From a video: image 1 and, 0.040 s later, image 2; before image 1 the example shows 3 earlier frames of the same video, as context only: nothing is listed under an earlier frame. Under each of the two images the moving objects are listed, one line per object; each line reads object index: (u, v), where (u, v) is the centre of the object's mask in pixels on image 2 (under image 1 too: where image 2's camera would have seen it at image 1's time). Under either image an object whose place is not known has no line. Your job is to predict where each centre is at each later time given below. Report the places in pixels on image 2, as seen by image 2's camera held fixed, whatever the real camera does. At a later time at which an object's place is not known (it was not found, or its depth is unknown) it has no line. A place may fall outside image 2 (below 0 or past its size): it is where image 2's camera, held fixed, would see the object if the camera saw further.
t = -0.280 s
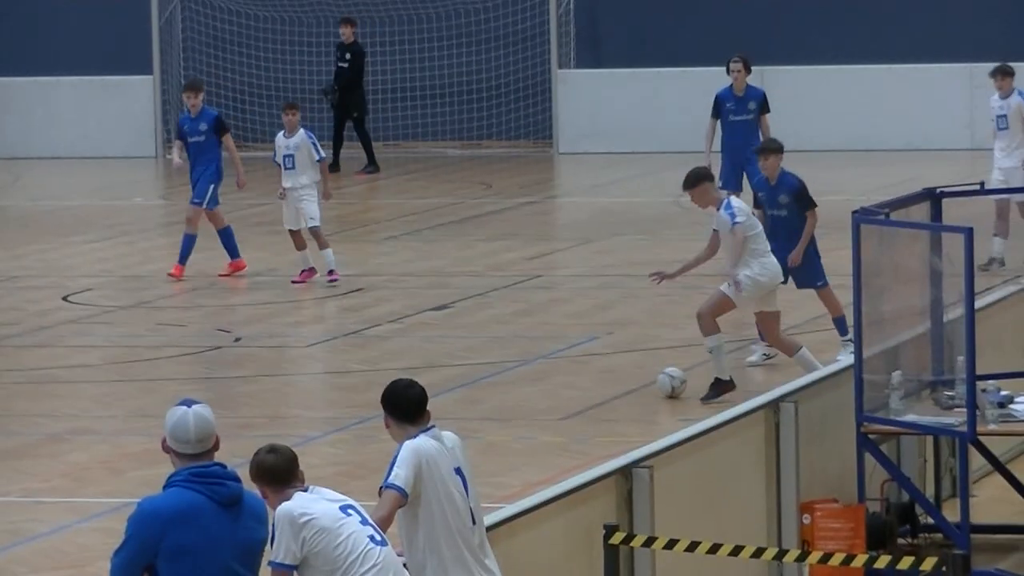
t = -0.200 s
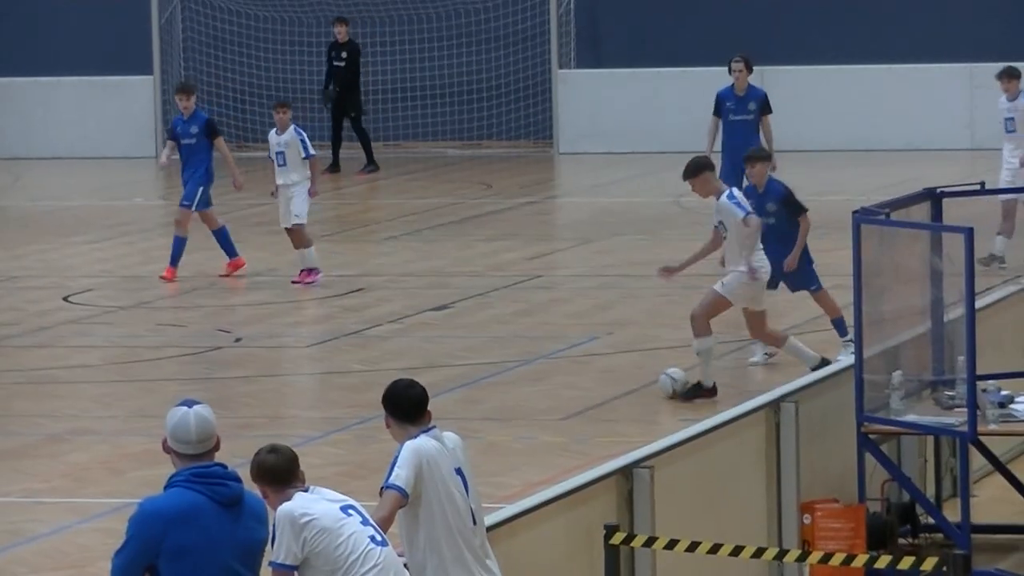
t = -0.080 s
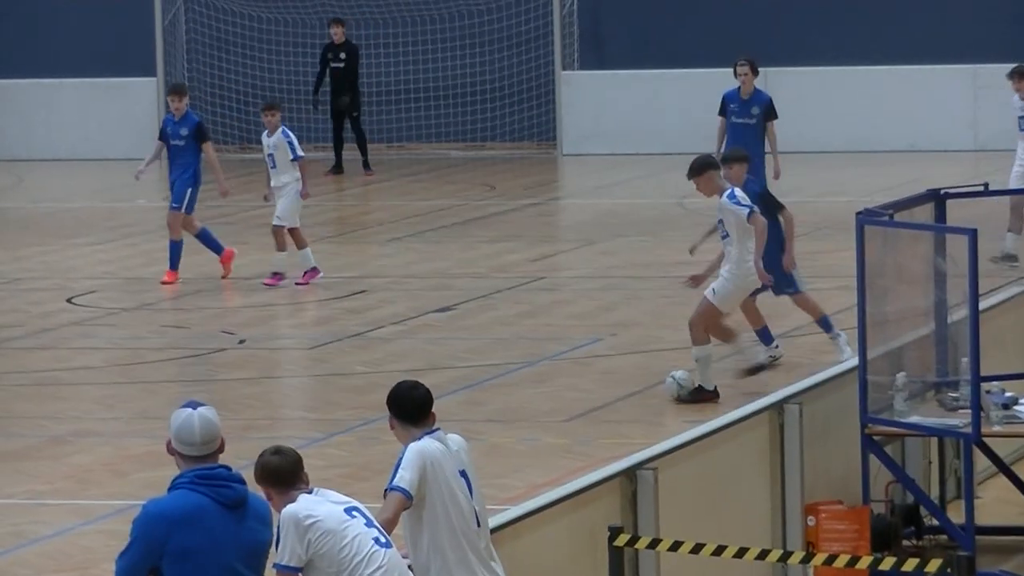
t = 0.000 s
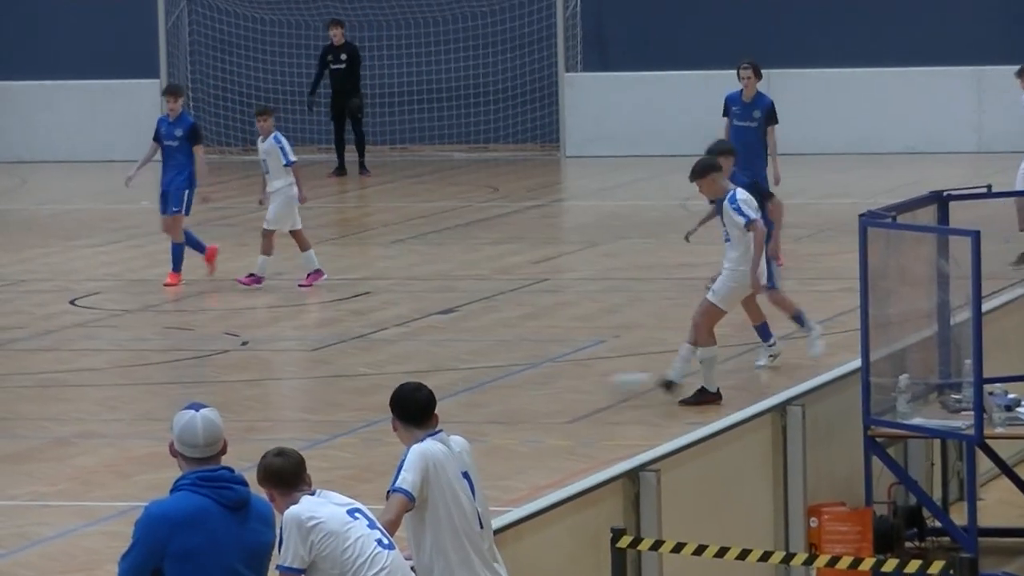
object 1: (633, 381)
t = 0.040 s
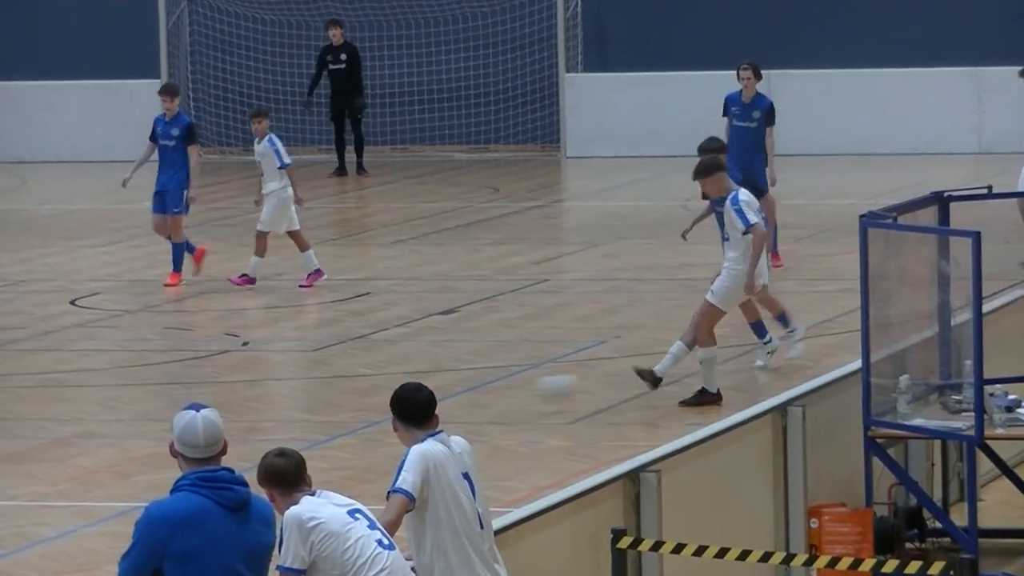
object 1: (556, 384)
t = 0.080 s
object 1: (482, 389)
